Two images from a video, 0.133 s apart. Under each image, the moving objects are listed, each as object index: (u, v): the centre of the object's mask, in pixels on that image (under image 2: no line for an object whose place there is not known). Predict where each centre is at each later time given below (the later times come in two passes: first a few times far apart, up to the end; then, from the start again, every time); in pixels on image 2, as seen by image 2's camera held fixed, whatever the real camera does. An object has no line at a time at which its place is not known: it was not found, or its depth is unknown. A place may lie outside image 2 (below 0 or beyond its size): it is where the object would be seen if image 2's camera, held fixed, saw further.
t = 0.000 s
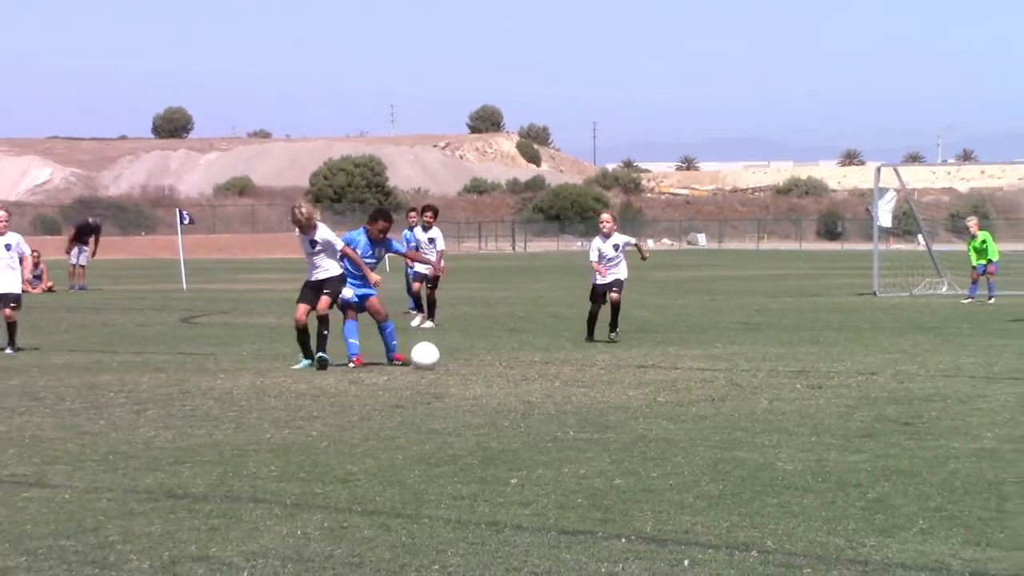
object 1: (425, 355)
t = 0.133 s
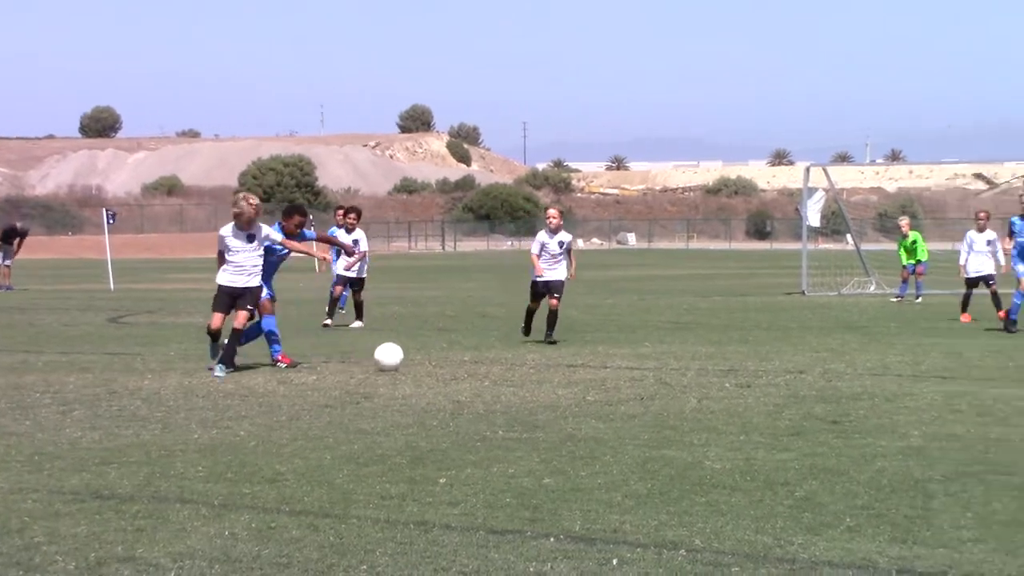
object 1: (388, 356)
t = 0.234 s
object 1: (413, 358)
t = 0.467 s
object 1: (466, 357)
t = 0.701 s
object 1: (513, 358)
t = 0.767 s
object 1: (526, 357)
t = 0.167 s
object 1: (397, 358)
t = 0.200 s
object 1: (405, 360)
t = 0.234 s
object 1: (413, 358)
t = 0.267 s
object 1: (422, 358)
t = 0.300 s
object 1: (430, 355)
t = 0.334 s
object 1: (438, 355)
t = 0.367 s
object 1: (444, 356)
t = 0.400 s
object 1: (451, 356)
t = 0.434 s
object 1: (458, 356)
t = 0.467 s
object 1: (466, 357)
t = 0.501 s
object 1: (473, 357)
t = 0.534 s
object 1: (480, 357)
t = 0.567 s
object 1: (486, 357)
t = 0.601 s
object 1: (493, 357)
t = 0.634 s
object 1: (500, 358)
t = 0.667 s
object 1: (507, 358)
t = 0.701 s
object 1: (513, 358)
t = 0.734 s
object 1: (520, 357)
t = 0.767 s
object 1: (526, 357)
